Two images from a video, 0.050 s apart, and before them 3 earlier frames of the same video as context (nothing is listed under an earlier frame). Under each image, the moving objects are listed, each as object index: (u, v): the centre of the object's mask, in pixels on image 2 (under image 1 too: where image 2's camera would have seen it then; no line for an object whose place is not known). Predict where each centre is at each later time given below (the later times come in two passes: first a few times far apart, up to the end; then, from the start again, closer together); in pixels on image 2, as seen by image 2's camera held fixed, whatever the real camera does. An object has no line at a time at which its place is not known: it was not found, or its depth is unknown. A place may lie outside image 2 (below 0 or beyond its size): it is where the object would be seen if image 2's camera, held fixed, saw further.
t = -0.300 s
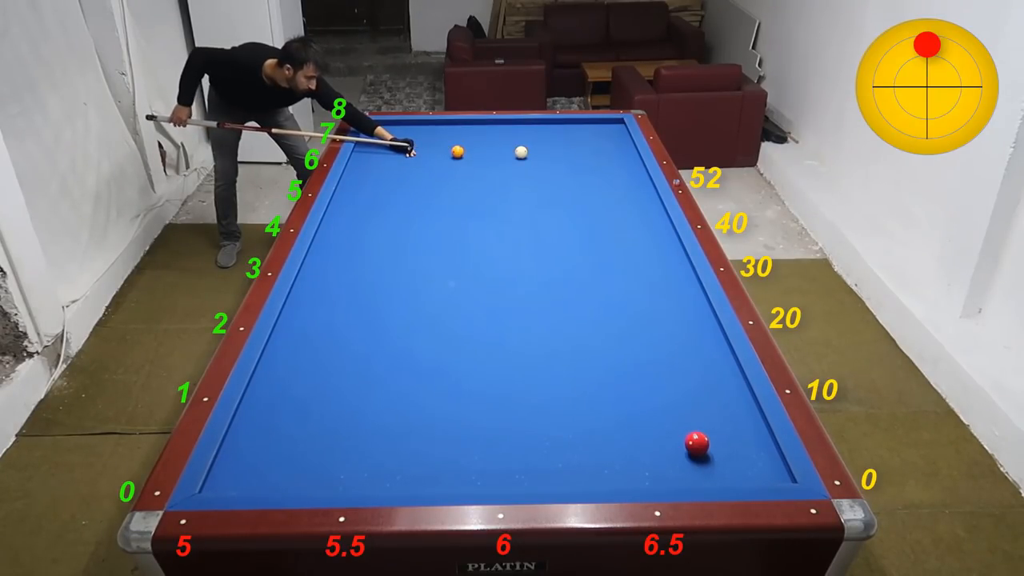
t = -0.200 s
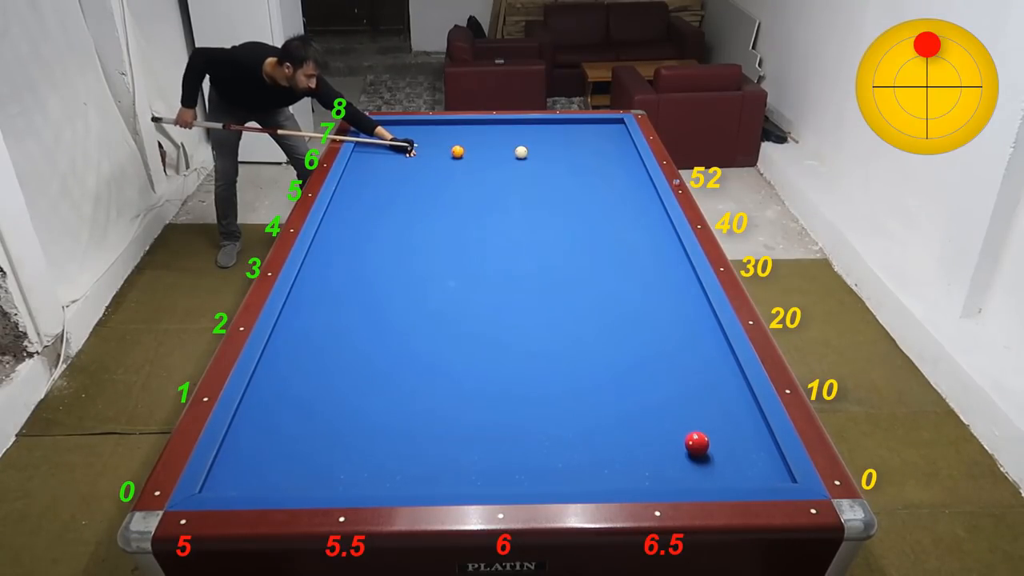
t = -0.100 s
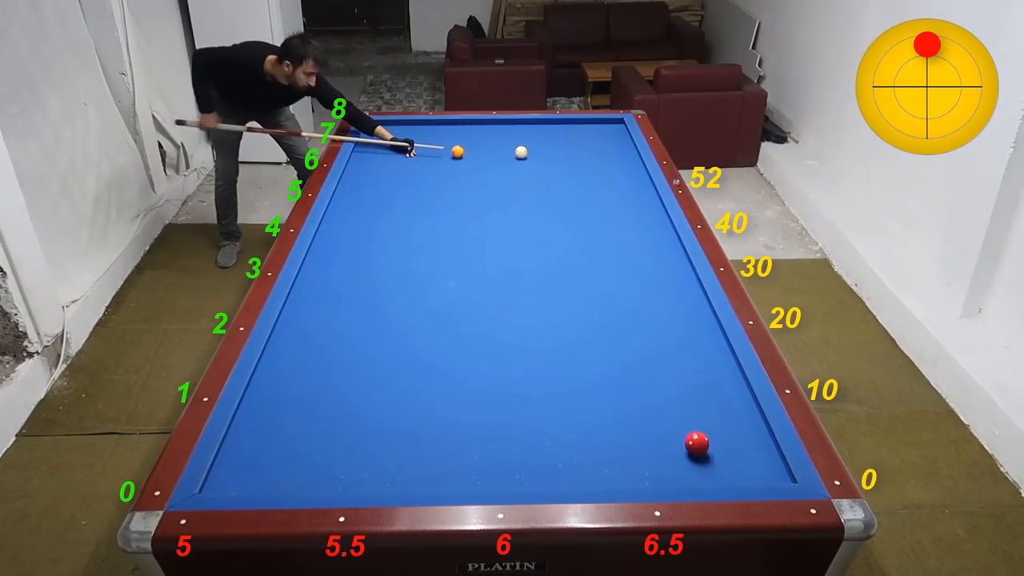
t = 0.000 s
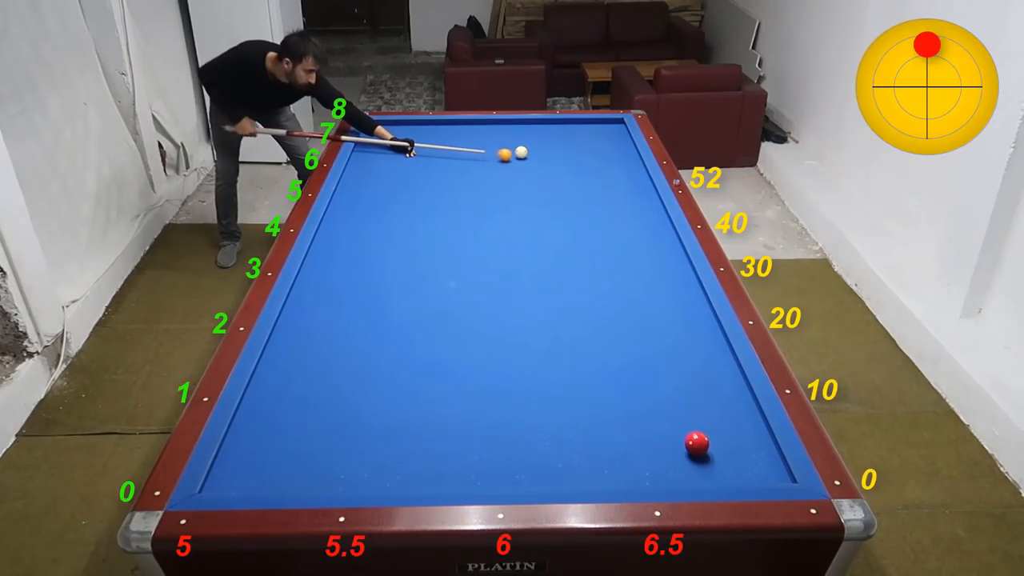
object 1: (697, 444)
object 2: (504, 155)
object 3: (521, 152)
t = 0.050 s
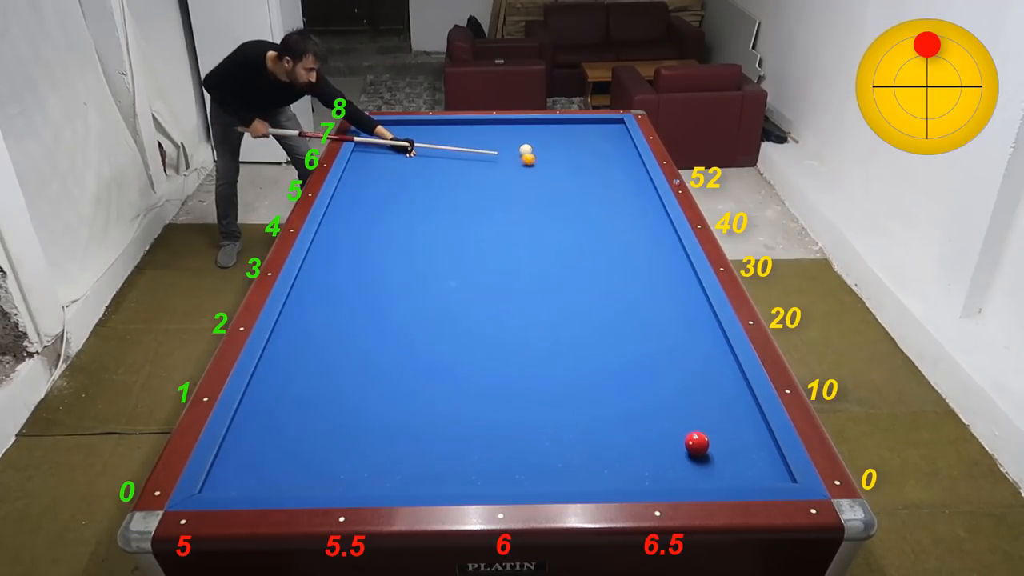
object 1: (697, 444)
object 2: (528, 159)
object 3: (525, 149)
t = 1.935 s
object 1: (696, 443)
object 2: (371, 333)
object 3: (603, 141)
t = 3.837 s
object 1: (697, 443)
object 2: (678, 458)
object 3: (557, 175)
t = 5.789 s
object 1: (725, 398)
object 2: (711, 447)
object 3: (524, 205)
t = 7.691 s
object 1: (707, 390)
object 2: (711, 447)
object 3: (508, 221)
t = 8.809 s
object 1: (707, 390)
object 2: (711, 448)
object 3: (506, 224)
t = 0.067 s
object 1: (697, 444)
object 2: (535, 161)
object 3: (527, 149)
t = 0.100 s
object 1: (697, 444)
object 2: (550, 164)
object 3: (531, 148)
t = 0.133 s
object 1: (697, 444)
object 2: (566, 168)
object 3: (535, 146)
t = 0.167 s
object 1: (697, 444)
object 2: (582, 171)
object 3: (539, 145)
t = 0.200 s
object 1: (697, 444)
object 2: (598, 174)
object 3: (542, 144)
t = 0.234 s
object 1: (697, 444)
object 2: (615, 177)
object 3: (545, 142)
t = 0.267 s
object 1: (697, 444)
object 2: (632, 180)
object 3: (548, 141)
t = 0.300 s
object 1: (697, 444)
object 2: (647, 184)
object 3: (551, 140)
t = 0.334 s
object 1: (697, 444)
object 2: (636, 186)
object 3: (554, 138)
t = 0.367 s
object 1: (696, 443)
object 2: (624, 189)
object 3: (557, 137)
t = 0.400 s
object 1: (696, 443)
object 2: (613, 191)
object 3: (560, 136)
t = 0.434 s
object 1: (696, 443)
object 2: (602, 194)
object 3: (563, 134)
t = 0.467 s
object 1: (696, 443)
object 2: (591, 197)
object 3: (566, 133)
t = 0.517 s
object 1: (696, 443)
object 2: (577, 201)
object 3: (570, 132)
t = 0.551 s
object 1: (696, 443)
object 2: (568, 204)
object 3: (573, 130)
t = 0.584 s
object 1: (696, 443)
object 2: (559, 206)
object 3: (575, 129)
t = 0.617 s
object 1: (696, 443)
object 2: (550, 209)
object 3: (578, 128)
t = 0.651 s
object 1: (696, 443)
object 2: (542, 212)
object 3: (581, 127)
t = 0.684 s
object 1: (696, 443)
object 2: (533, 215)
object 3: (583, 126)
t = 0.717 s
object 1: (696, 443)
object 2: (524, 218)
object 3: (586, 124)
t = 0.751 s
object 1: (696, 443)
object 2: (515, 221)
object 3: (589, 123)
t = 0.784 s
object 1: (696, 443)
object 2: (506, 225)
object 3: (591, 122)
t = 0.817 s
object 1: (696, 443)
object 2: (496, 228)
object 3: (594, 121)
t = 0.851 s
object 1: (696, 443)
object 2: (487, 231)
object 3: (596, 121)
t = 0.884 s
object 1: (696, 443)
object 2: (477, 234)
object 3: (599, 122)
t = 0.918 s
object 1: (696, 443)
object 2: (468, 238)
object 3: (601, 122)
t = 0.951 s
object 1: (696, 443)
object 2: (458, 241)
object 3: (603, 123)
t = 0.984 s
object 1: (696, 443)
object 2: (448, 244)
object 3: (605, 123)
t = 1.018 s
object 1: (696, 443)
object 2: (438, 248)
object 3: (608, 124)
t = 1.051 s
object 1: (696, 443)
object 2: (427, 252)
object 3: (610, 124)
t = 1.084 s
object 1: (696, 443)
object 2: (417, 255)
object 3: (612, 125)
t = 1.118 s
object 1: (696, 443)
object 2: (406, 259)
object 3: (615, 126)
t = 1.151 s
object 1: (696, 443)
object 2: (395, 262)
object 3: (617, 126)
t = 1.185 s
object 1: (696, 443)
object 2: (384, 266)
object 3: (619, 127)
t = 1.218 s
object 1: (696, 443)
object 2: (373, 270)
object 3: (621, 127)
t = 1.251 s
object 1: (696, 443)
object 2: (362, 274)
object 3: (621, 128)
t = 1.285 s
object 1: (696, 443)
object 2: (350, 277)
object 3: (620, 129)
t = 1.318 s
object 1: (696, 443)
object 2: (338, 282)
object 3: (619, 129)
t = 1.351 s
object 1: (696, 443)
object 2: (326, 286)
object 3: (618, 130)
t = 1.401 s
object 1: (696, 443)
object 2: (308, 292)
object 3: (617, 131)
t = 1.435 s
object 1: (696, 443)
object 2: (296, 296)
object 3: (616, 132)
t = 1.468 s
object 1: (696, 443)
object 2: (301, 299)
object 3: (615, 132)
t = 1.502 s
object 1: (696, 443)
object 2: (308, 301)
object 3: (614, 133)
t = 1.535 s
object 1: (696, 443)
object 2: (315, 303)
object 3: (614, 133)
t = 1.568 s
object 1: (696, 443)
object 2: (321, 305)
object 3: (613, 134)
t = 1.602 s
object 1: (696, 443)
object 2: (326, 308)
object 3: (612, 135)
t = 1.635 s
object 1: (696, 443)
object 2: (330, 310)
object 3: (611, 135)
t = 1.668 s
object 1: (696, 443)
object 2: (335, 312)
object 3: (610, 136)
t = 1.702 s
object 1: (696, 443)
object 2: (339, 315)
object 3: (609, 136)
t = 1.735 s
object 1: (696, 443)
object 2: (344, 317)
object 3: (608, 137)
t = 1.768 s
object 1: (696, 443)
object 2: (348, 320)
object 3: (607, 138)
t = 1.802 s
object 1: (696, 443)
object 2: (353, 322)
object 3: (607, 138)
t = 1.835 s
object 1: (696, 443)
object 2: (357, 325)
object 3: (606, 139)
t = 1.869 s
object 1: (696, 443)
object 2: (362, 327)
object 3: (605, 139)
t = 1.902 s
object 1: (696, 443)
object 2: (367, 330)
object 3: (604, 140)
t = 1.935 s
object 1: (696, 443)
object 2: (371, 333)
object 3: (603, 141)
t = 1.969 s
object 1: (696, 443)
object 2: (376, 335)
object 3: (602, 142)
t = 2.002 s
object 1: (696, 443)
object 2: (381, 338)
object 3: (601, 142)
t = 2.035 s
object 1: (696, 443)
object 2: (386, 341)
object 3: (600, 143)
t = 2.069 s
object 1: (696, 443)
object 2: (390, 343)
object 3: (600, 143)
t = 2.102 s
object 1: (696, 443)
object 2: (395, 346)
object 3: (599, 144)
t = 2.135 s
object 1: (696, 443)
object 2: (400, 349)
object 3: (598, 145)
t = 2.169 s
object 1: (696, 443)
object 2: (405, 352)
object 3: (597, 145)
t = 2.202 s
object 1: (696, 443)
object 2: (410, 354)
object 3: (596, 146)
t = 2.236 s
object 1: (696, 443)
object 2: (416, 357)
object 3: (595, 147)
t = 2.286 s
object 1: (696, 443)
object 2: (423, 361)
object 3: (594, 147)
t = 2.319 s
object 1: (696, 444)
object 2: (429, 364)
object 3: (593, 148)
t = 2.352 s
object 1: (696, 444)
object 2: (434, 367)
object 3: (592, 149)
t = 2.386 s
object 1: (696, 444)
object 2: (439, 370)
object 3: (591, 149)
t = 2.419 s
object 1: (697, 444)
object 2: (444, 373)
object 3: (591, 150)
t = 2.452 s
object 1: (696, 443)
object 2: (450, 376)
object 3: (590, 151)
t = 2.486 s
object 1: (696, 443)
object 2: (455, 379)
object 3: (589, 151)
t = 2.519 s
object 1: (697, 443)
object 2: (460, 382)
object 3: (588, 152)
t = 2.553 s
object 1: (697, 443)
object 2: (466, 385)
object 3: (587, 152)
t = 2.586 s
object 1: (697, 443)
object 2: (471, 388)
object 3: (587, 153)
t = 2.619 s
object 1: (696, 443)
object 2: (477, 391)
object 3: (586, 153)
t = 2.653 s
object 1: (697, 443)
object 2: (483, 394)
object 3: (585, 154)
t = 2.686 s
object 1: (697, 443)
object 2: (488, 398)
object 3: (584, 155)
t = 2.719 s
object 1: (696, 443)
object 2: (494, 401)
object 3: (583, 155)
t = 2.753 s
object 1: (696, 443)
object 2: (500, 404)
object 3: (583, 156)
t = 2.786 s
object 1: (696, 443)
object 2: (506, 407)
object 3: (582, 157)
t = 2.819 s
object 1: (696, 443)
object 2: (512, 410)
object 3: (581, 157)
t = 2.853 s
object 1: (696, 443)
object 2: (517, 414)
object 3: (580, 158)
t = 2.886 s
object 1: (696, 443)
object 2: (523, 417)
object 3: (579, 159)
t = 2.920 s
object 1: (696, 443)
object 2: (529, 421)
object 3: (578, 159)
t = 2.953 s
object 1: (696, 443)
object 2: (535, 424)
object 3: (578, 160)
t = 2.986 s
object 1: (696, 443)
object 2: (542, 427)
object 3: (577, 160)
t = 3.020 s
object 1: (696, 443)
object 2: (548, 431)
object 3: (576, 161)
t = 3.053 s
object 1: (696, 443)
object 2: (554, 434)
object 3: (575, 161)
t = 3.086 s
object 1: (696, 443)
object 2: (560, 438)
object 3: (574, 162)
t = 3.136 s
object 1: (696, 443)
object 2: (570, 443)
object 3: (573, 163)
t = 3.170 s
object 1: (696, 443)
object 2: (576, 446)
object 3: (572, 164)
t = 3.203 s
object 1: (696, 443)
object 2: (583, 450)
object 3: (572, 164)
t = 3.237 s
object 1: (696, 443)
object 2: (589, 453)
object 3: (571, 165)
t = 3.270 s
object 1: (696, 443)
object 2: (596, 457)
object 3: (570, 165)
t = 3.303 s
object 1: (696, 443)
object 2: (603, 461)
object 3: (569, 166)
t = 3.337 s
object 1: (696, 443)
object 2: (609, 464)
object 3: (568, 167)
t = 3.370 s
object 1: (696, 443)
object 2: (616, 468)
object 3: (568, 167)
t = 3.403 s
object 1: (696, 444)
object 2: (623, 472)
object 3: (567, 168)
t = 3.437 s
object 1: (696, 444)
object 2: (630, 474)
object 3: (566, 168)
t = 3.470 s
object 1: (696, 443)
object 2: (637, 477)
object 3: (565, 169)
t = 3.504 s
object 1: (696, 443)
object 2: (642, 476)
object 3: (564, 169)
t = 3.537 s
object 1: (696, 443)
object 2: (645, 474)
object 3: (563, 170)
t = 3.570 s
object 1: (696, 443)
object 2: (649, 473)
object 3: (563, 171)
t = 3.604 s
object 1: (697, 443)
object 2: (653, 472)
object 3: (562, 171)
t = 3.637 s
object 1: (696, 443)
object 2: (657, 470)
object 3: (561, 172)
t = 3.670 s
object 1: (697, 443)
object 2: (660, 467)
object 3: (560, 173)
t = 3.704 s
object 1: (696, 443)
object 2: (664, 465)
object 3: (560, 173)
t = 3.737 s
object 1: (697, 443)
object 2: (668, 463)
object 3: (559, 174)
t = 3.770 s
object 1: (697, 443)
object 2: (671, 462)
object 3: (558, 174)
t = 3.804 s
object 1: (697, 443)
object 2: (675, 459)
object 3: (558, 175)
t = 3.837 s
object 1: (697, 443)
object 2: (678, 458)
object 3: (557, 175)
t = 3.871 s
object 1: (698, 442)
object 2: (682, 456)
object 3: (556, 176)
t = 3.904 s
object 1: (699, 441)
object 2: (683, 455)
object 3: (555, 176)
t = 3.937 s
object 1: (701, 440)
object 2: (684, 455)
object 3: (554, 177)
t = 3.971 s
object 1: (703, 440)
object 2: (684, 455)
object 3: (554, 177)
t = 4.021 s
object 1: (706, 438)
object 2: (686, 455)
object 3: (553, 178)
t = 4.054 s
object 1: (708, 437)
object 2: (687, 454)
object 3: (552, 179)
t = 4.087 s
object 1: (710, 435)
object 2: (688, 454)
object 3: (551, 179)
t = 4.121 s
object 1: (712, 434)
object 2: (689, 454)
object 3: (550, 180)
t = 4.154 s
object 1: (713, 433)
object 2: (690, 453)
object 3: (550, 180)
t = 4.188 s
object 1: (715, 432)
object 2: (690, 453)
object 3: (549, 181)
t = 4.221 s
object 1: (717, 431)
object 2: (691, 452)
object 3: (549, 181)
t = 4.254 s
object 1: (719, 430)
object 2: (692, 452)
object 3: (548, 182)
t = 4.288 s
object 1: (721, 428)
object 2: (693, 452)
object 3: (547, 182)
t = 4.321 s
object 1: (722, 427)
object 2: (694, 452)
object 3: (546, 183)
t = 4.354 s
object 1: (724, 427)
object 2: (694, 451)
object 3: (546, 183)
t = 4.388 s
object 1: (725, 426)
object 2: (695, 451)
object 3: (545, 184)
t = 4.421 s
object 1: (727, 424)
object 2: (696, 451)
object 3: (545, 185)
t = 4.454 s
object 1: (729, 423)
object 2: (696, 450)
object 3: (544, 185)
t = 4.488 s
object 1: (730, 422)
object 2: (697, 450)
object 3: (543, 186)
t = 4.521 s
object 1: (732, 421)
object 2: (698, 450)
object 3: (543, 186)
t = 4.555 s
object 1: (733, 420)
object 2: (698, 450)
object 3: (542, 187)
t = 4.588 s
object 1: (735, 419)
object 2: (699, 450)
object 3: (542, 187)
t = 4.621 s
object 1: (736, 418)
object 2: (699, 450)
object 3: (541, 188)
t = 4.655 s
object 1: (738, 418)
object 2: (700, 449)
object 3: (541, 188)
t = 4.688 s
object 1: (739, 416)
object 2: (701, 449)
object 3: (540, 189)
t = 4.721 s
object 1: (741, 415)
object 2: (701, 449)
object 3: (540, 190)
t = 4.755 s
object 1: (742, 414)
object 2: (702, 449)
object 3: (539, 190)
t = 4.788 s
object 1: (744, 414)
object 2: (702, 449)
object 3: (538, 190)
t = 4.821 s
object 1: (745, 413)
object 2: (703, 449)
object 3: (538, 191)
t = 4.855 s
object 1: (747, 411)
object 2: (703, 449)
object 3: (537, 192)
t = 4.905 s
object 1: (748, 410)
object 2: (704, 449)
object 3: (537, 192)
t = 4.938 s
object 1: (749, 409)
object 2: (705, 449)
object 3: (536, 193)
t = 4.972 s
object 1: (749, 409)
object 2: (705, 449)
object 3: (536, 193)
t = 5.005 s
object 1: (748, 409)
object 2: (706, 449)
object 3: (535, 194)
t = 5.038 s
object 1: (747, 408)
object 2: (706, 449)
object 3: (535, 194)
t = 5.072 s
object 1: (746, 408)
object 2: (706, 449)
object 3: (534, 195)
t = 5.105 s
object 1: (744, 407)
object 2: (707, 448)
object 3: (533, 195)
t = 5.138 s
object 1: (743, 407)
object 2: (707, 448)
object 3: (533, 196)
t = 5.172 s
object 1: (742, 406)
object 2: (708, 448)
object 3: (532, 196)
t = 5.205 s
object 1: (741, 405)
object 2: (708, 448)
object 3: (532, 197)
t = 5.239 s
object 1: (740, 405)
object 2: (708, 448)
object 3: (532, 197)
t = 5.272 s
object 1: (739, 405)
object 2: (709, 448)
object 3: (531, 198)
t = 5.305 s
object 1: (738, 403)
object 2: (709, 448)
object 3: (531, 198)
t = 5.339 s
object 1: (737, 403)
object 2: (709, 448)
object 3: (530, 199)
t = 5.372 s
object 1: (736, 403)
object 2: (710, 448)
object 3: (530, 199)
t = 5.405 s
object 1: (735, 403)
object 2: (710, 448)
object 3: (529, 200)
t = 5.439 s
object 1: (734, 402)
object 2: (710, 447)
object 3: (529, 200)
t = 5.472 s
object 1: (733, 401)
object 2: (710, 447)
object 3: (528, 201)
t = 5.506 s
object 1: (732, 401)
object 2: (711, 447)
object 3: (528, 201)
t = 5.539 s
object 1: (732, 400)
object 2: (711, 447)
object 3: (527, 201)
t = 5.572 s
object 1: (731, 400)
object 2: (711, 446)
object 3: (527, 202)
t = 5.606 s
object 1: (730, 400)
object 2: (711, 446)
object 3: (526, 202)
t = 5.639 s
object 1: (729, 399)
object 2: (711, 447)
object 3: (526, 203)
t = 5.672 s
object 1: (728, 399)
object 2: (711, 447)
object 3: (526, 203)
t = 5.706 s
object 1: (727, 399)
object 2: (711, 447)
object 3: (525, 203)
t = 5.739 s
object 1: (726, 398)
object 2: (711, 447)
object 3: (525, 204)
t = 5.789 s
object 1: (725, 398)
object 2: (711, 447)
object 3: (524, 205)
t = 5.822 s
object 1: (725, 398)
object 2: (711, 446)
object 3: (524, 205)
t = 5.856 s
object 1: (724, 397)
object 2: (711, 447)
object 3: (523, 206)
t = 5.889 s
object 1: (723, 397)
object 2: (711, 446)
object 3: (523, 206)
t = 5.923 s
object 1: (722, 396)
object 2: (711, 446)
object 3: (522, 206)
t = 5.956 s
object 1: (722, 396)
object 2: (711, 446)
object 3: (522, 207)
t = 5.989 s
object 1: (721, 396)
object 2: (711, 447)
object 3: (522, 207)
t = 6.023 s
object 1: (720, 395)
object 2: (711, 447)
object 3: (521, 207)
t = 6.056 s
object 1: (719, 395)
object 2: (711, 447)
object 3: (521, 208)
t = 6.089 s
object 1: (719, 395)
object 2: (711, 447)
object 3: (521, 208)
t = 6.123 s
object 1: (718, 395)
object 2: (711, 446)
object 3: (520, 208)
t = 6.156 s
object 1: (718, 394)
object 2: (711, 446)
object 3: (520, 209)
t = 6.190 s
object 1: (717, 394)
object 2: (711, 446)
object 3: (519, 209)
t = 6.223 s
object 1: (717, 394)
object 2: (711, 447)
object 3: (519, 210)
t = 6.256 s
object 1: (716, 394)
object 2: (711, 447)
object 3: (519, 210)
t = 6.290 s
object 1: (715, 393)
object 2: (711, 447)
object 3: (518, 210)
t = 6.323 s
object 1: (715, 393)
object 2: (711, 446)
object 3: (518, 211)
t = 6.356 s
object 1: (714, 393)
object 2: (711, 446)
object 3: (517, 211)
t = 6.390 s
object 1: (714, 393)
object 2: (711, 447)
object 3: (517, 211)
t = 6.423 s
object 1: (713, 393)
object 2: (711, 447)
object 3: (517, 212)
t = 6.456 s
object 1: (713, 392)
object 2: (711, 446)
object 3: (517, 212)
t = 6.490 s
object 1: (713, 392)
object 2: (711, 446)
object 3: (516, 213)
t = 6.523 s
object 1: (712, 392)
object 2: (711, 446)
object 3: (516, 213)
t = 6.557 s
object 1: (712, 392)
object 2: (711, 447)
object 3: (515, 213)
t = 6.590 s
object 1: (712, 392)
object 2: (711, 446)
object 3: (515, 214)
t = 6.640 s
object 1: (711, 391)
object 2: (711, 446)
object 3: (515, 214)
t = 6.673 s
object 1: (711, 391)
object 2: (711, 446)
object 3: (514, 214)
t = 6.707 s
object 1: (711, 391)
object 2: (711, 446)
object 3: (514, 215)
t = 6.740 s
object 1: (710, 391)
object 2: (711, 447)
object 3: (514, 215)
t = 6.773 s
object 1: (710, 391)
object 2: (711, 447)
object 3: (513, 215)
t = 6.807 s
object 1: (710, 391)
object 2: (711, 447)
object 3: (513, 216)
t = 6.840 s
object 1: (709, 390)
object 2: (711, 446)
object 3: (513, 216)
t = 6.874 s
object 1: (709, 390)
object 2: (711, 446)
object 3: (513, 216)
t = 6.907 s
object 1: (709, 390)
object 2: (711, 446)
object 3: (512, 216)
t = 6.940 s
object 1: (709, 390)
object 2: (711, 446)
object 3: (512, 217)
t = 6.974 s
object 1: (709, 390)
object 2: (711, 447)
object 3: (512, 217)
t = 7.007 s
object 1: (708, 390)
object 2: (711, 447)
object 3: (512, 217)
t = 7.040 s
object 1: (708, 390)
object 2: (711, 447)
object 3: (511, 217)
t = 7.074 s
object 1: (708, 390)
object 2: (711, 447)
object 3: (511, 218)
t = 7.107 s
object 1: (708, 390)
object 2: (711, 446)
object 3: (511, 218)
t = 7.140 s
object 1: (708, 390)
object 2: (711, 446)
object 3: (510, 218)
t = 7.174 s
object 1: (707, 390)
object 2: (711, 447)
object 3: (510, 218)
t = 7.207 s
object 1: (707, 390)
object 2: (711, 446)
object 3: (510, 218)
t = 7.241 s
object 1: (707, 390)
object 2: (711, 447)
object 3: (510, 219)
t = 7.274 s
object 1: (707, 390)
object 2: (711, 447)
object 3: (510, 219)
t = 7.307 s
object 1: (707, 390)
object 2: (711, 447)
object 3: (509, 219)
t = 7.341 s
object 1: (707, 389)
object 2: (711, 446)
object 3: (509, 219)
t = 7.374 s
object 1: (707, 390)
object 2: (711, 447)
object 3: (509, 220)
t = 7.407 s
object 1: (707, 389)
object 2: (711, 447)
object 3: (509, 220)
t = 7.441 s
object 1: (707, 390)
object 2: (711, 447)
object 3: (509, 220)
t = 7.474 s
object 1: (707, 390)
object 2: (711, 446)
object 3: (509, 220)
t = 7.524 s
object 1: (707, 389)
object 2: (711, 447)
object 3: (509, 221)
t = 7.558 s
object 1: (707, 389)
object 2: (711, 447)
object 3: (508, 221)
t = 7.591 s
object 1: (707, 389)
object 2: (711, 447)
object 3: (508, 221)
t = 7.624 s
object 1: (707, 389)
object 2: (711, 447)
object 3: (508, 221)
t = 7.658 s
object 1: (707, 390)
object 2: (711, 447)
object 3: (508, 221)
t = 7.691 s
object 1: (707, 390)
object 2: (711, 447)
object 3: (508, 221)
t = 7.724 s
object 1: (707, 390)
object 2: (711, 447)
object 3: (508, 221)
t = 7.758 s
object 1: (707, 390)
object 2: (711, 446)
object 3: (508, 222)
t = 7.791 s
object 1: (707, 390)
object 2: (711, 446)
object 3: (508, 222)
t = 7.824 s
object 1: (707, 389)
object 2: (711, 446)
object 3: (508, 222)
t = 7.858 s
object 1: (707, 390)
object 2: (711, 447)
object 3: (508, 222)
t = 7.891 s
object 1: (707, 390)
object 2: (711, 447)
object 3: (508, 222)
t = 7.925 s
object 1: (707, 390)
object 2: (711, 446)
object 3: (508, 222)
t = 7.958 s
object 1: (707, 390)
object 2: (711, 446)
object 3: (507, 223)
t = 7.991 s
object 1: (707, 390)
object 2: (711, 446)
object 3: (507, 223)
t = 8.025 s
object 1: (707, 390)
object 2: (711, 446)
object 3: (507, 223)
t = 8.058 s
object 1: (707, 390)
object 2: (711, 447)
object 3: (507, 223)
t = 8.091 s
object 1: (707, 390)
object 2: (711, 447)
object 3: (507, 223)
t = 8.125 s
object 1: (707, 390)
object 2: (711, 447)
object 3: (507, 223)
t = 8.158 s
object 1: (707, 390)
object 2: (711, 447)
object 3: (507, 223)
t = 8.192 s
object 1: (707, 390)
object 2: (711, 447)
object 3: (507, 223)
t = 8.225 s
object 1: (707, 390)
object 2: (711, 447)
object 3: (507, 223)
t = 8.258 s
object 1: (707, 390)
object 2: (711, 447)
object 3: (507, 223)
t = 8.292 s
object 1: (707, 390)
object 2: (711, 447)
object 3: (507, 223)
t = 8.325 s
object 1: (707, 390)
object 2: (711, 447)
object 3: (507, 223)
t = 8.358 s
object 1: (707, 390)
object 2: (711, 447)
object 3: (507, 223)
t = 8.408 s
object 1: (707, 390)
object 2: (711, 447)
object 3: (507, 223)
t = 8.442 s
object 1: (707, 390)
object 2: (711, 447)
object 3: (507, 223)
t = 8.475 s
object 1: (707, 390)
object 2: (711, 447)
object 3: (507, 223)
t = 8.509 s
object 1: (707, 389)
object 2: (711, 447)
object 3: (507, 223)
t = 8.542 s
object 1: (707, 389)
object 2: (711, 448)
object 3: (507, 223)
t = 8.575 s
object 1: (707, 390)
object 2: (711, 448)
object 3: (507, 223)
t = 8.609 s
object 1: (707, 390)
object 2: (711, 448)
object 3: (507, 223)
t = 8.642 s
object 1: (707, 390)
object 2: (711, 448)
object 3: (507, 223)
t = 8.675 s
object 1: (707, 390)
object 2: (711, 448)
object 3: (507, 223)
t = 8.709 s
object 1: (707, 390)
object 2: (711, 448)
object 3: (507, 223)
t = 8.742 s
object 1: (707, 389)
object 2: (711, 448)
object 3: (507, 224)
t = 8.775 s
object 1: (707, 390)
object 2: (711, 448)
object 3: (506, 224)
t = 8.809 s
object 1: (707, 390)
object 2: (711, 448)
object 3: (506, 224)
